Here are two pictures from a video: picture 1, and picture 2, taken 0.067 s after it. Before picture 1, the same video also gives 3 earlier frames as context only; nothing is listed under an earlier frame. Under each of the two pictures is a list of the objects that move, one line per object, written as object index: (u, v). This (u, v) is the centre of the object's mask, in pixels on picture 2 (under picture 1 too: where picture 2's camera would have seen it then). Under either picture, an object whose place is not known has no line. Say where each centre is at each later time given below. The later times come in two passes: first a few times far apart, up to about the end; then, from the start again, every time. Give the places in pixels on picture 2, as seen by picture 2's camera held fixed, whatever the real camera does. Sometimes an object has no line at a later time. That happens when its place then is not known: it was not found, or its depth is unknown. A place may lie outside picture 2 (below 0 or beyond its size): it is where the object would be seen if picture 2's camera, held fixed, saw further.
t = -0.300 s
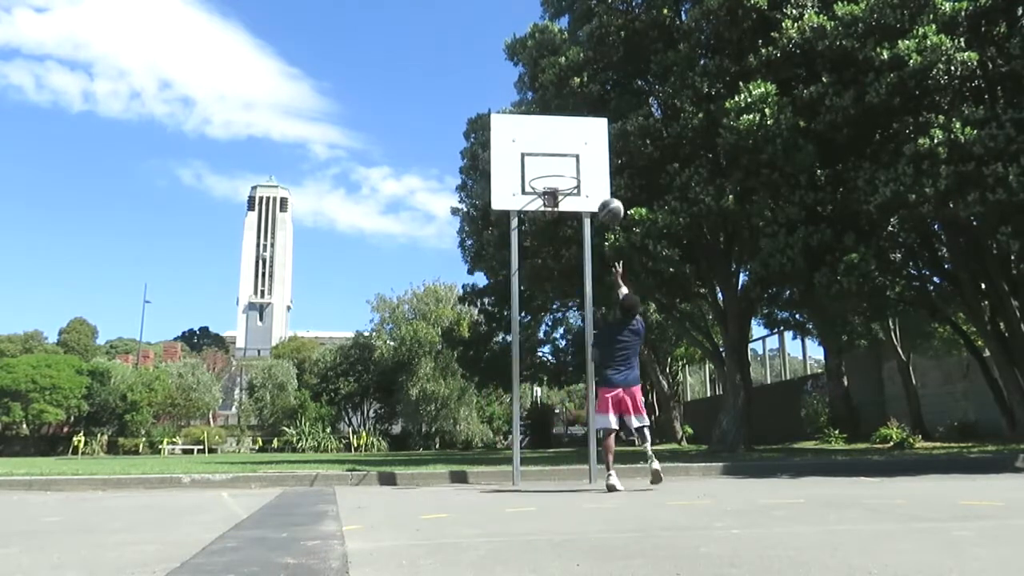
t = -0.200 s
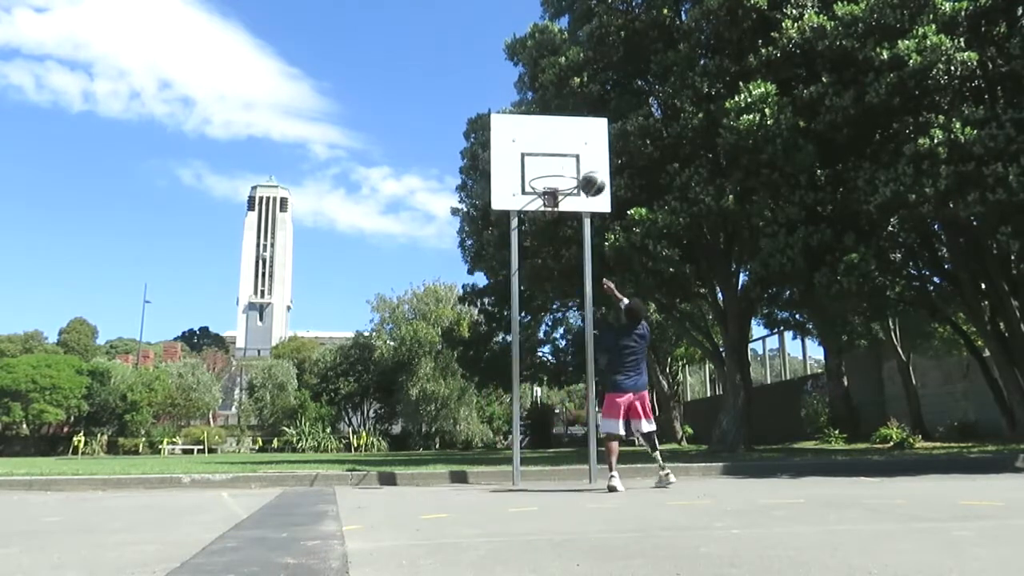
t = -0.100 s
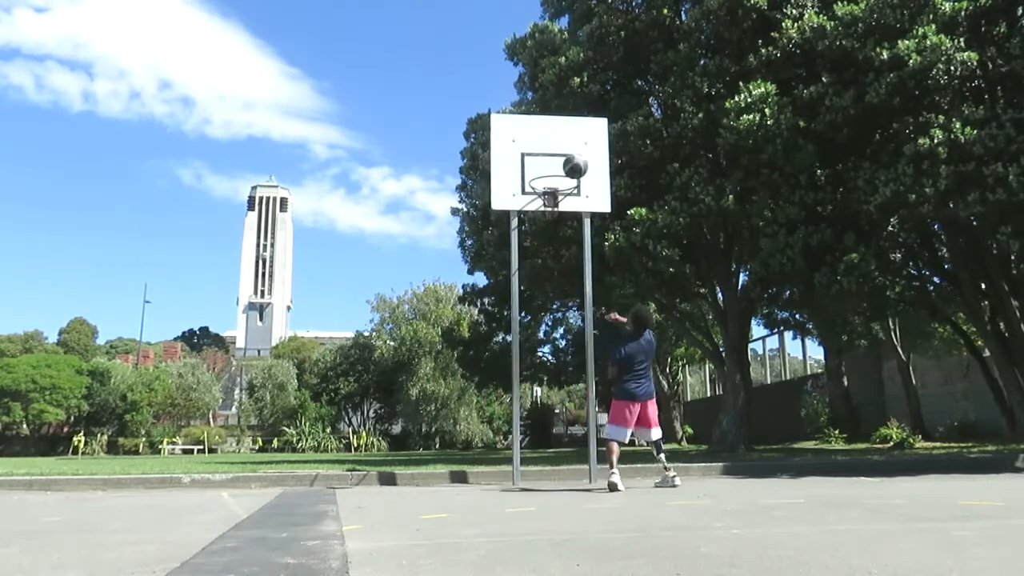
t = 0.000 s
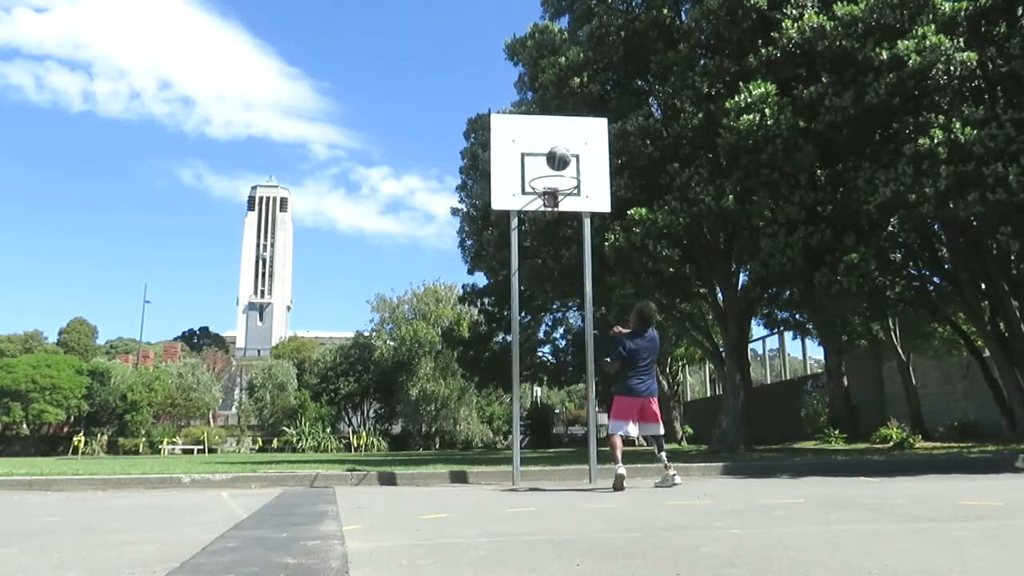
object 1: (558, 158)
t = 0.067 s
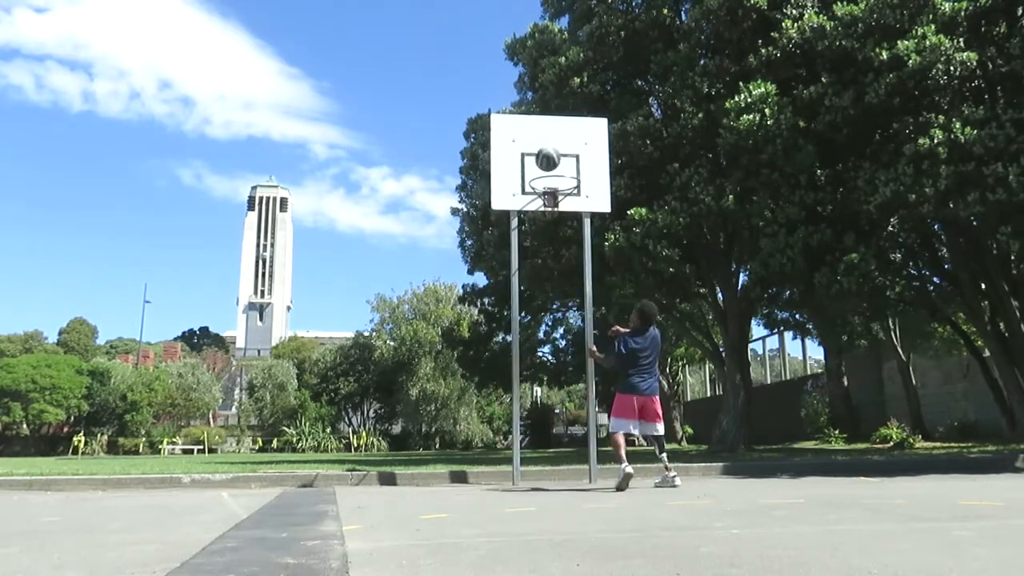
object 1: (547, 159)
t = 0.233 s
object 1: (521, 179)
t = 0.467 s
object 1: (486, 254)
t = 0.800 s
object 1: (433, 465)
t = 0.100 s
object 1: (542, 161)
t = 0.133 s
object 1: (537, 164)
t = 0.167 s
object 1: (532, 167)
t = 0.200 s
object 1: (526, 173)
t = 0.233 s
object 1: (521, 179)
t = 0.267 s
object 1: (516, 185)
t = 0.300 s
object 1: (511, 194)
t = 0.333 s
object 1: (505, 203)
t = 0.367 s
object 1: (500, 214)
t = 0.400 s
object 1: (497, 225)
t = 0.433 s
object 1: (491, 238)
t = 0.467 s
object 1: (486, 254)
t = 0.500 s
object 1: (481, 268)
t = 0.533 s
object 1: (475, 284)
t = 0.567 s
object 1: (470, 301)
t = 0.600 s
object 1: (464, 320)
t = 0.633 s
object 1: (460, 340)
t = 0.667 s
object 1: (456, 361)
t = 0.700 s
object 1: (449, 385)
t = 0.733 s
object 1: (446, 409)
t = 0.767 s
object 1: (439, 436)
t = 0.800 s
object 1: (433, 465)
